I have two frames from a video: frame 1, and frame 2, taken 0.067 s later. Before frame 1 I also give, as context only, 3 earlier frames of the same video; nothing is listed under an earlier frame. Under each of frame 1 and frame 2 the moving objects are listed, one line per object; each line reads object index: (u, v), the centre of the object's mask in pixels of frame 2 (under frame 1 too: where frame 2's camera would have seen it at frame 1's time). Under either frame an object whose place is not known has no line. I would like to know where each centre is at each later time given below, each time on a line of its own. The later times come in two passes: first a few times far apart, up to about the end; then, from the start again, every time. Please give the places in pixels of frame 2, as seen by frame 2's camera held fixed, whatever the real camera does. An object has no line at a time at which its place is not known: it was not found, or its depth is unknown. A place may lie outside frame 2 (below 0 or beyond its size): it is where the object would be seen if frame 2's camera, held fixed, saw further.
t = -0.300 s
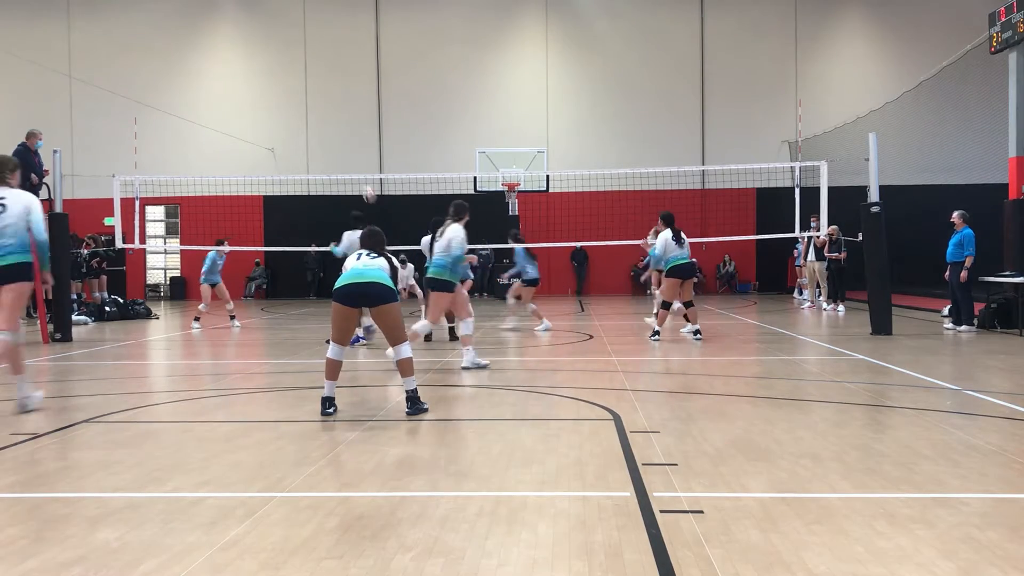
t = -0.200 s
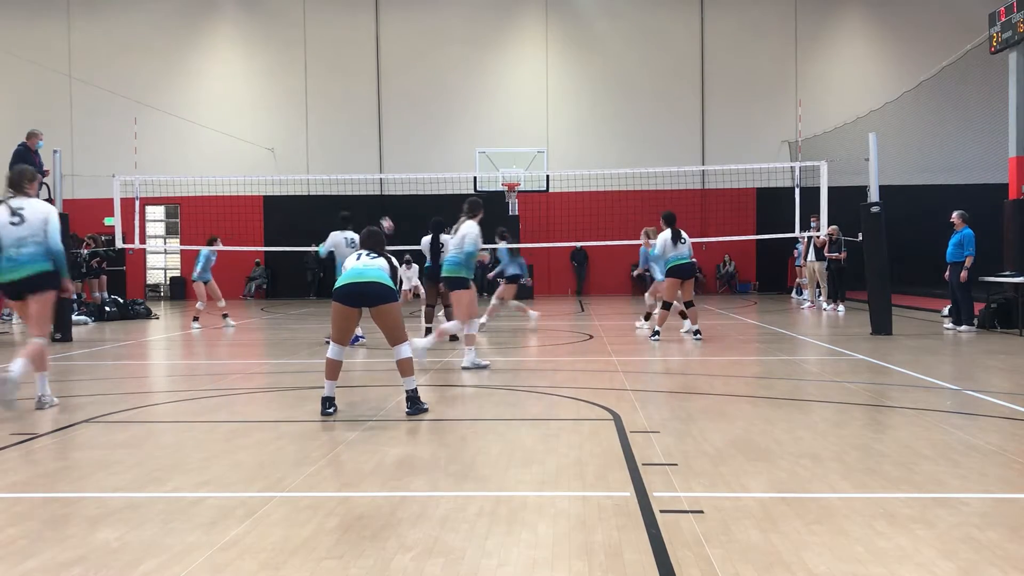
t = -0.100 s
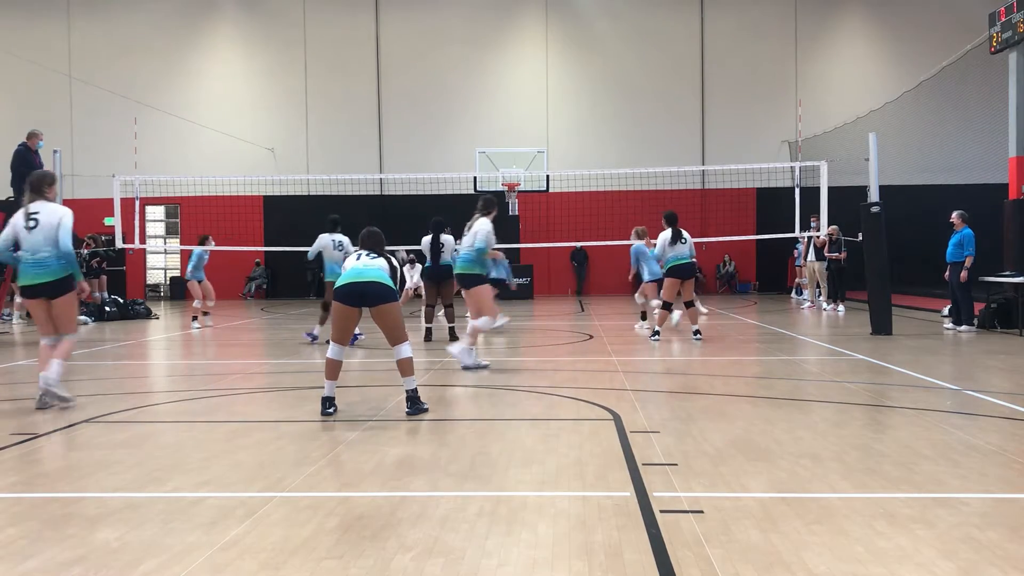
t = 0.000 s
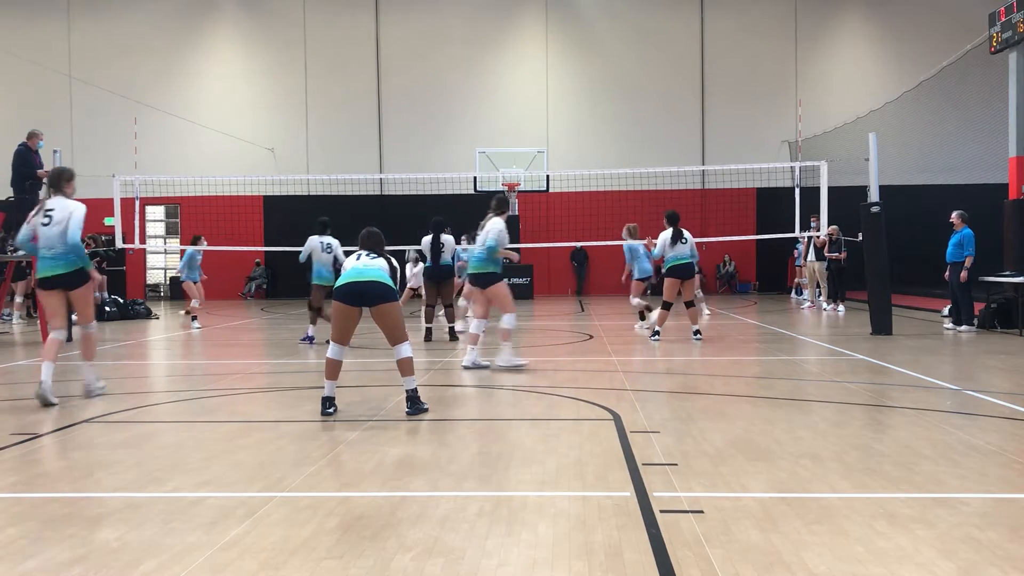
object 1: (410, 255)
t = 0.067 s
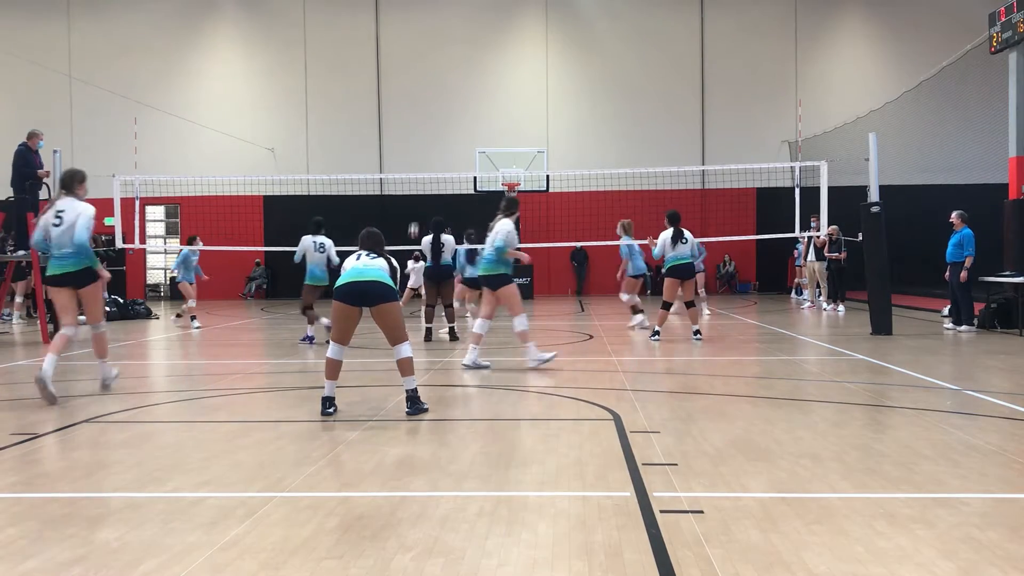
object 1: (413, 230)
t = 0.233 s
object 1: (421, 178)
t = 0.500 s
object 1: (435, 121)
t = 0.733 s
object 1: (449, 103)
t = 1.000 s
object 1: (466, 117)
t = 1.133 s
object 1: (474, 140)
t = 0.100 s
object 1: (415, 218)
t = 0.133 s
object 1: (416, 207)
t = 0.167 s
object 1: (418, 198)
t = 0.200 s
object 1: (420, 188)
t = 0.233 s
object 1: (421, 178)
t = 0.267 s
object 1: (423, 167)
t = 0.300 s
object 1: (424, 160)
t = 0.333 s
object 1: (426, 152)
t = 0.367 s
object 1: (428, 144)
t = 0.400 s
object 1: (430, 138)
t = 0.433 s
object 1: (432, 131)
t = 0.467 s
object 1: (434, 126)
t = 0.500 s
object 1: (435, 121)
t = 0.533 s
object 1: (437, 117)
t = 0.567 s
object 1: (439, 114)
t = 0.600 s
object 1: (441, 110)
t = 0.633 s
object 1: (443, 107)
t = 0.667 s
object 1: (445, 105)
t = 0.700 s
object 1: (447, 104)
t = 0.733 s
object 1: (449, 103)
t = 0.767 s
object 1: (451, 103)
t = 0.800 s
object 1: (453, 103)
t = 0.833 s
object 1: (455, 104)
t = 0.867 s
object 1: (457, 105)
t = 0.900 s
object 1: (459, 108)
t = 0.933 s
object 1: (461, 110)
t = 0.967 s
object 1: (464, 113)
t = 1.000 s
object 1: (466, 117)
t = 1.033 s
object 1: (468, 121)
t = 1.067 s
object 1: (470, 127)
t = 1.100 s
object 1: (472, 133)
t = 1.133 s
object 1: (474, 140)
